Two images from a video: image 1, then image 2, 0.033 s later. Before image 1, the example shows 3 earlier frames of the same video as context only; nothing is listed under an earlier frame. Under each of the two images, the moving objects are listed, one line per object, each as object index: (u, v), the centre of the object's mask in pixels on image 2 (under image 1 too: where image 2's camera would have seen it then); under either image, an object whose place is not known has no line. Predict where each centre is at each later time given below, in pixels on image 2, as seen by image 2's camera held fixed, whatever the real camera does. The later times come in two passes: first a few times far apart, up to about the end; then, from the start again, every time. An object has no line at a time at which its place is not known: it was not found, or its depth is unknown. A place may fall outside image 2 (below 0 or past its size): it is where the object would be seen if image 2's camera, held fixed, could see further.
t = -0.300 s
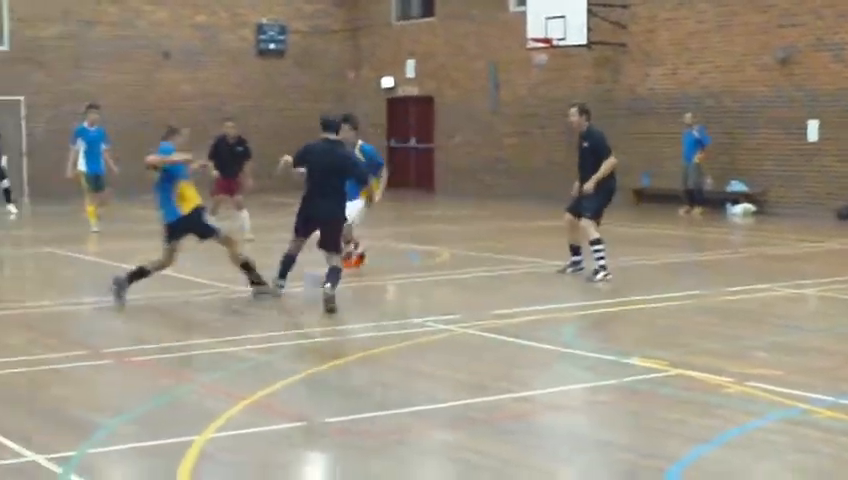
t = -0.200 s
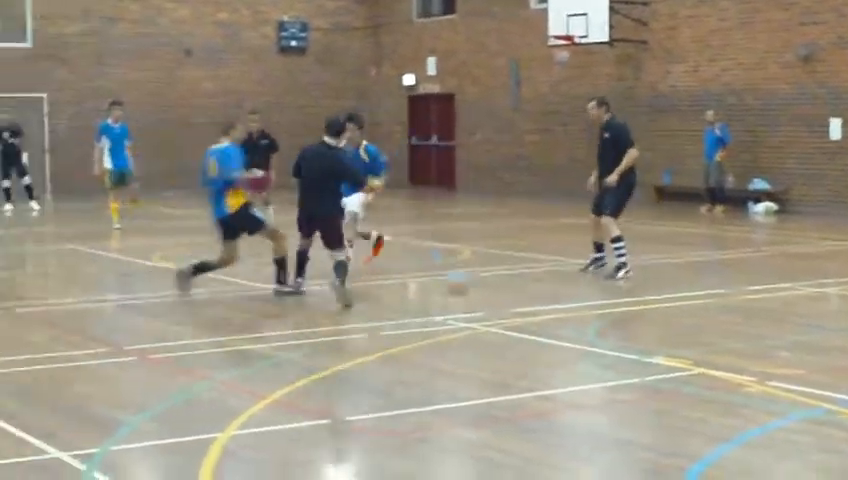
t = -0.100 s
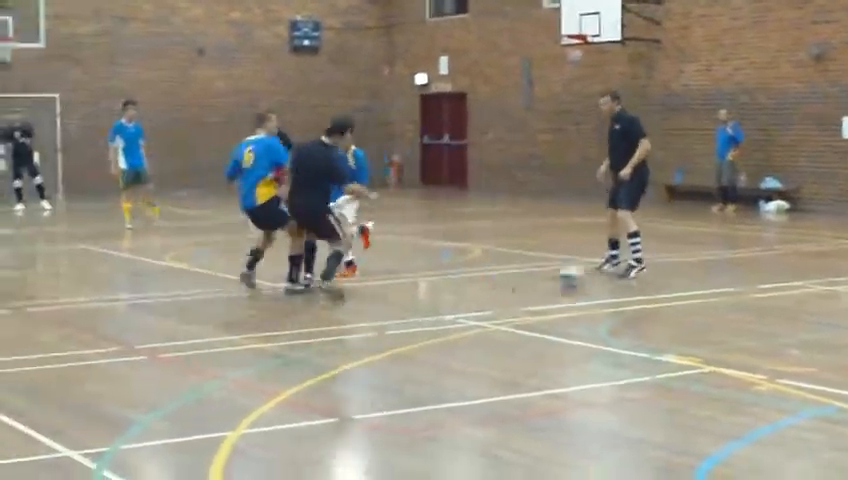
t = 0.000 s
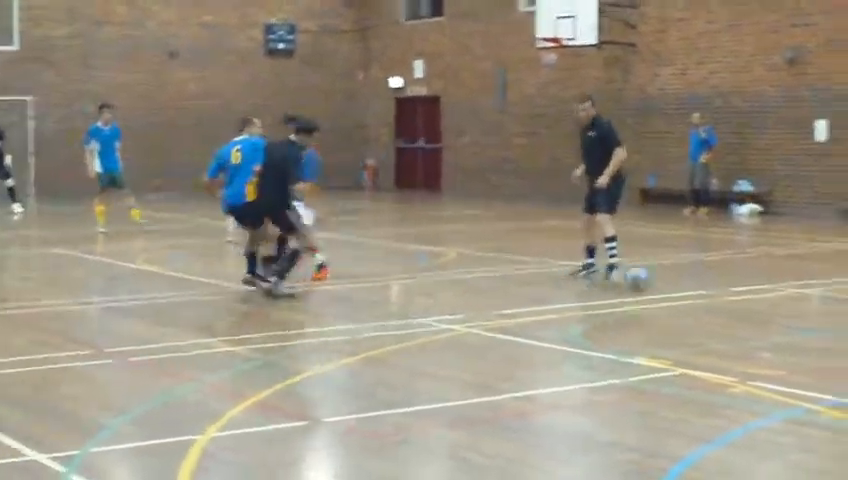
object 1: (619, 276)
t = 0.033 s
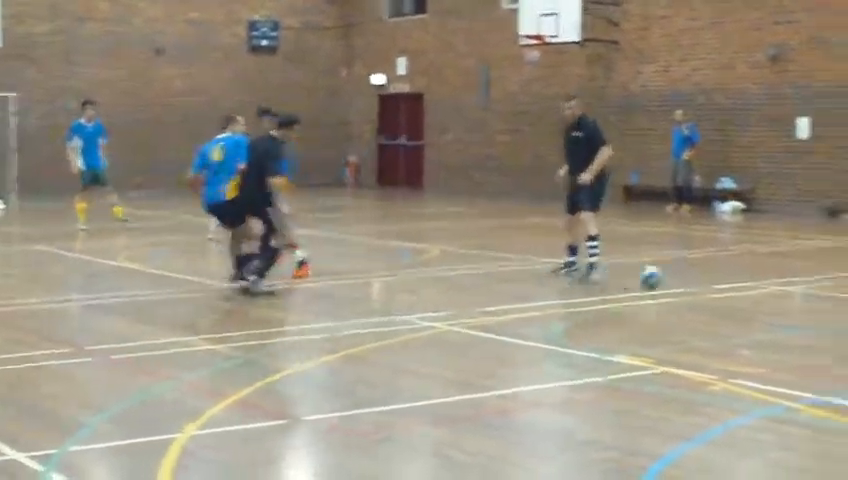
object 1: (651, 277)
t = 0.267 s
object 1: (838, 276)
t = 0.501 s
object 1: (998, 275)
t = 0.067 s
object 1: (679, 277)
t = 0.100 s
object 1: (707, 276)
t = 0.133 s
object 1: (734, 276)
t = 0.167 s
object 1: (760, 276)
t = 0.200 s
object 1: (786, 275)
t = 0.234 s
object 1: (812, 276)
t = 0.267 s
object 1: (838, 276)
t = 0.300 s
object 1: (863, 276)
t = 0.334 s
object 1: (888, 276)
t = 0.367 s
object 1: (911, 275)
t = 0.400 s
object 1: (933, 275)
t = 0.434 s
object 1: (956, 275)
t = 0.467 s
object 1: (977, 275)
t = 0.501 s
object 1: (998, 275)
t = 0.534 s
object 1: (1019, 275)
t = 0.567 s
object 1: (1044, 273)
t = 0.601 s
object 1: (1063, 275)
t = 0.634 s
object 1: (1082, 275)
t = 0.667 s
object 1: (1103, 273)
